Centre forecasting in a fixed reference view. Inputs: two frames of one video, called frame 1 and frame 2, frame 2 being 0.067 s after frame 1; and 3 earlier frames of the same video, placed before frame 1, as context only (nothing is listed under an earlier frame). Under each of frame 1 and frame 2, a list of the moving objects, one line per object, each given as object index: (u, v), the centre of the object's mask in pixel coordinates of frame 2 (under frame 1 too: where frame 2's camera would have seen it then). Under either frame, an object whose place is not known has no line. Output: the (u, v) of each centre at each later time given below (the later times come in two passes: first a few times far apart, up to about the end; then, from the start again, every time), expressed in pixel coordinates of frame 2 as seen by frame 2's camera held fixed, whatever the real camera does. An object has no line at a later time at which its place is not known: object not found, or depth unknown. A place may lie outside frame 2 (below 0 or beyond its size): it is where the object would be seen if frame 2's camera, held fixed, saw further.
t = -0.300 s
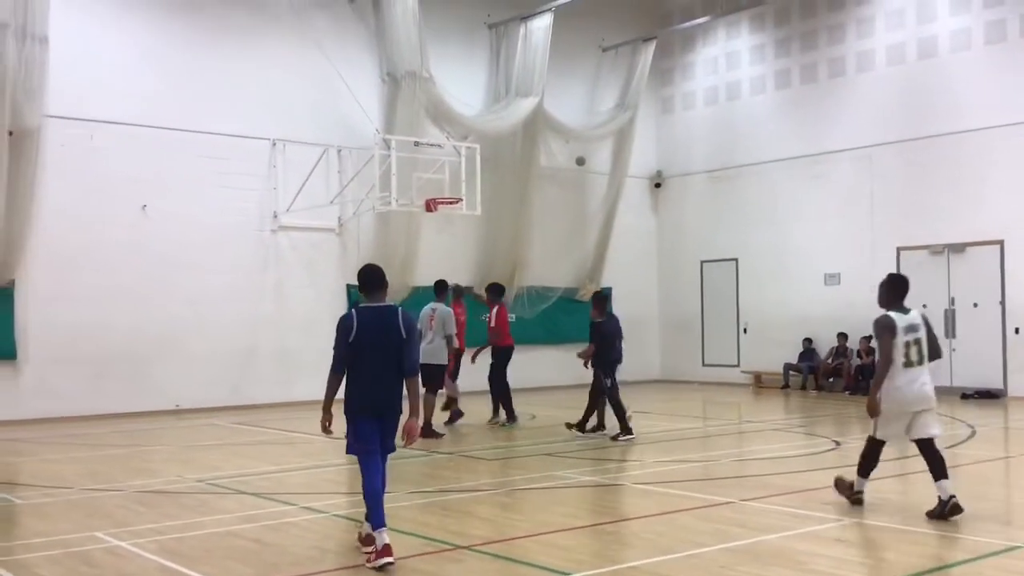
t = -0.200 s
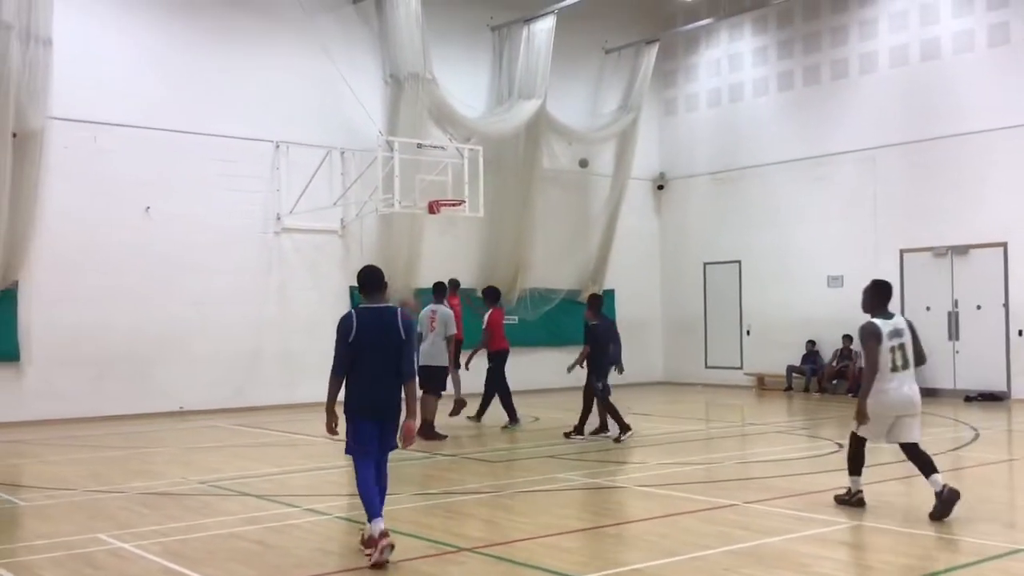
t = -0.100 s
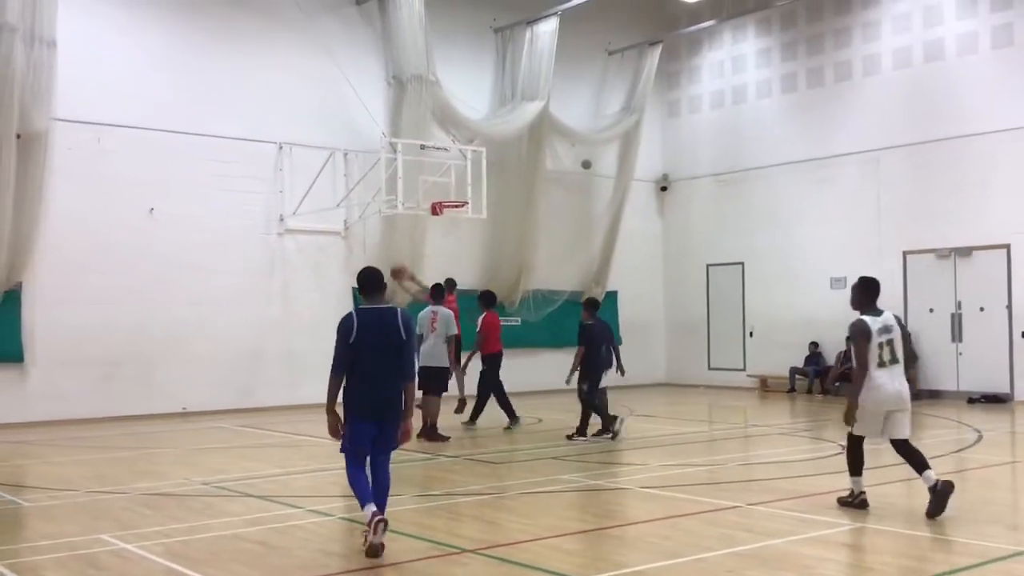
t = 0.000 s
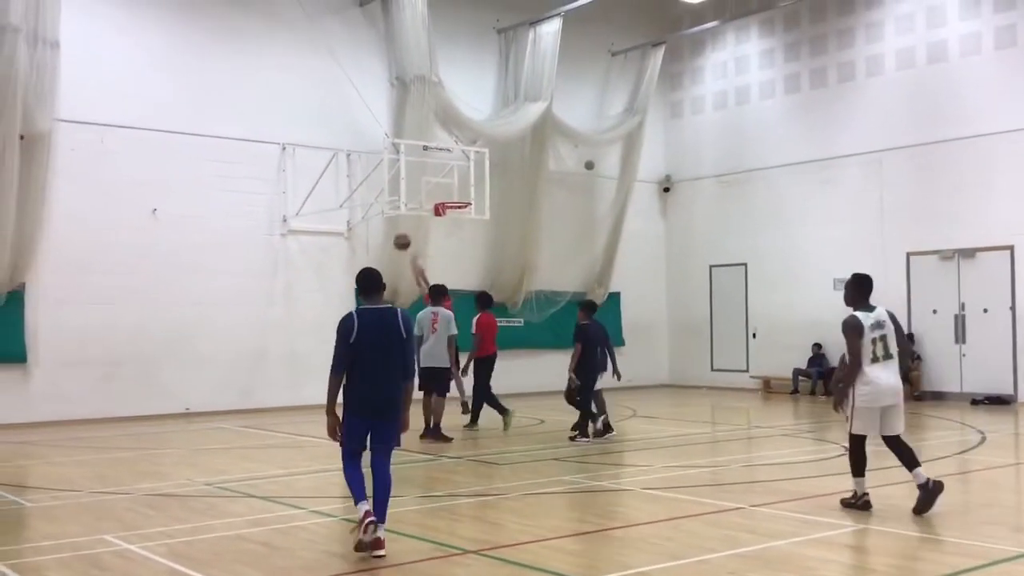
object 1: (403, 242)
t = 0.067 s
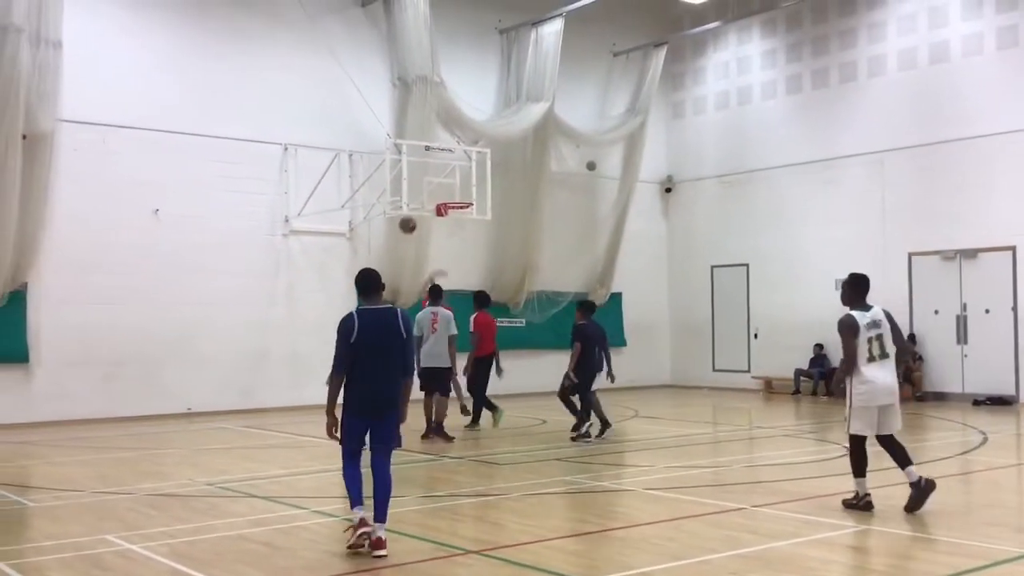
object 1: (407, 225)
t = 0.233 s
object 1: (416, 195)
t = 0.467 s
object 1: (429, 187)
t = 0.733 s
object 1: (445, 190)
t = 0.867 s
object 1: (450, 194)
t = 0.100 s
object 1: (409, 217)
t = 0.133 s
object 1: (410, 211)
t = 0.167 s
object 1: (413, 205)
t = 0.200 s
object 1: (414, 200)
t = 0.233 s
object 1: (416, 195)
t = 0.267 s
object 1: (417, 192)
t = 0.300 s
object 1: (419, 190)
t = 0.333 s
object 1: (421, 188)
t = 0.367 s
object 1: (423, 187)
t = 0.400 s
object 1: (425, 186)
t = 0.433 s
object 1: (427, 187)
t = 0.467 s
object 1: (429, 187)
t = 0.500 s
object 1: (432, 189)
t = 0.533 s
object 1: (435, 190)
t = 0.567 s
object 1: (438, 193)
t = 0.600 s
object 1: (441, 196)
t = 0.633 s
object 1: (442, 194)
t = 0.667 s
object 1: (443, 192)
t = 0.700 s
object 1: (444, 191)
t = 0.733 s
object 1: (445, 190)
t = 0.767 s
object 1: (446, 190)
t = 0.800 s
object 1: (447, 191)
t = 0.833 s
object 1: (449, 192)
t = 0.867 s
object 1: (450, 194)
